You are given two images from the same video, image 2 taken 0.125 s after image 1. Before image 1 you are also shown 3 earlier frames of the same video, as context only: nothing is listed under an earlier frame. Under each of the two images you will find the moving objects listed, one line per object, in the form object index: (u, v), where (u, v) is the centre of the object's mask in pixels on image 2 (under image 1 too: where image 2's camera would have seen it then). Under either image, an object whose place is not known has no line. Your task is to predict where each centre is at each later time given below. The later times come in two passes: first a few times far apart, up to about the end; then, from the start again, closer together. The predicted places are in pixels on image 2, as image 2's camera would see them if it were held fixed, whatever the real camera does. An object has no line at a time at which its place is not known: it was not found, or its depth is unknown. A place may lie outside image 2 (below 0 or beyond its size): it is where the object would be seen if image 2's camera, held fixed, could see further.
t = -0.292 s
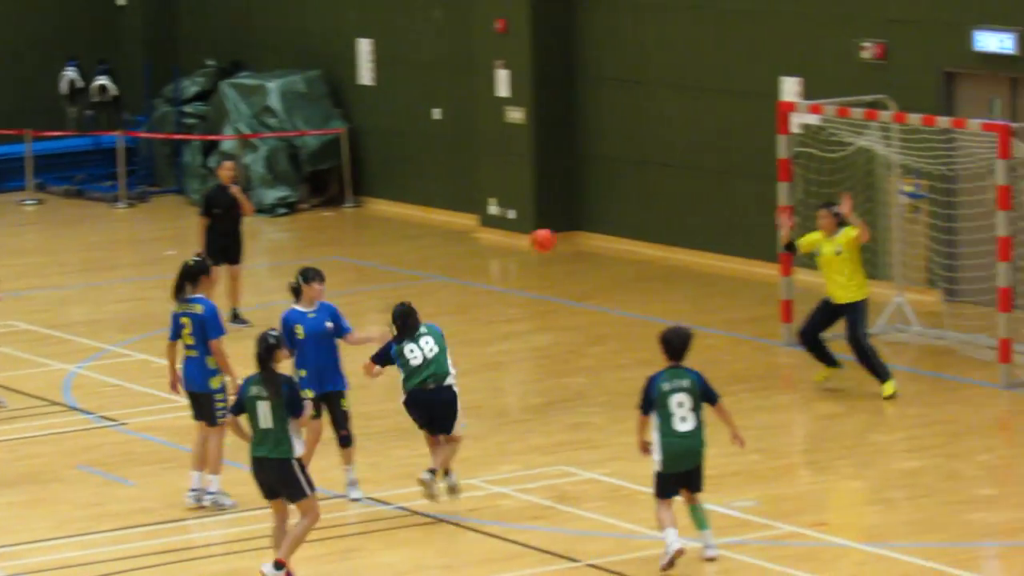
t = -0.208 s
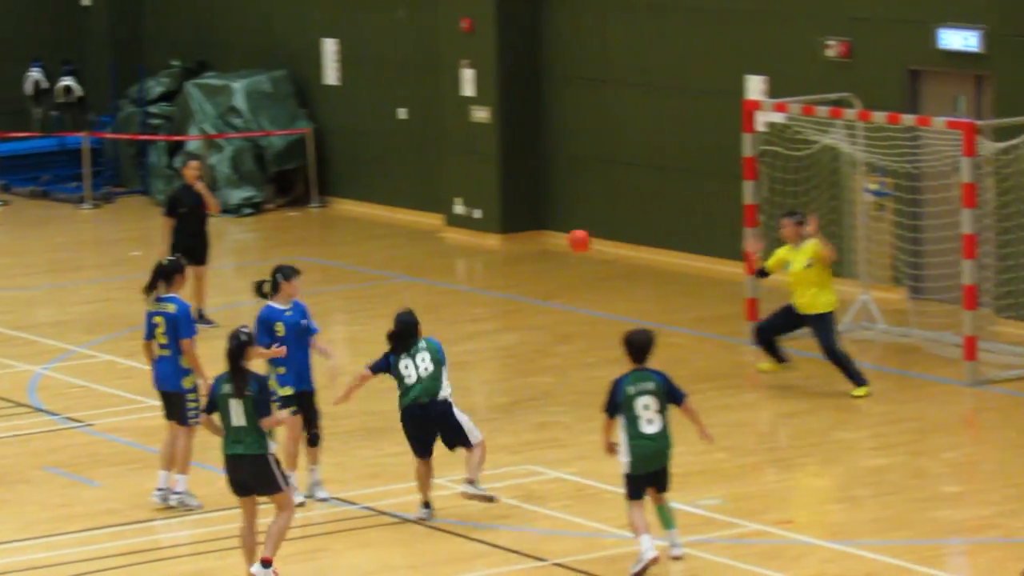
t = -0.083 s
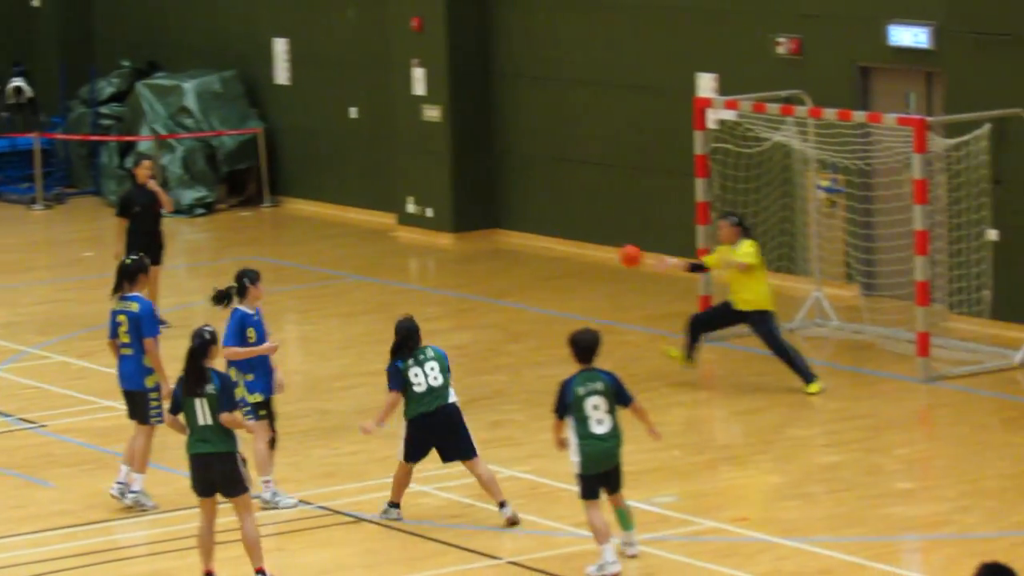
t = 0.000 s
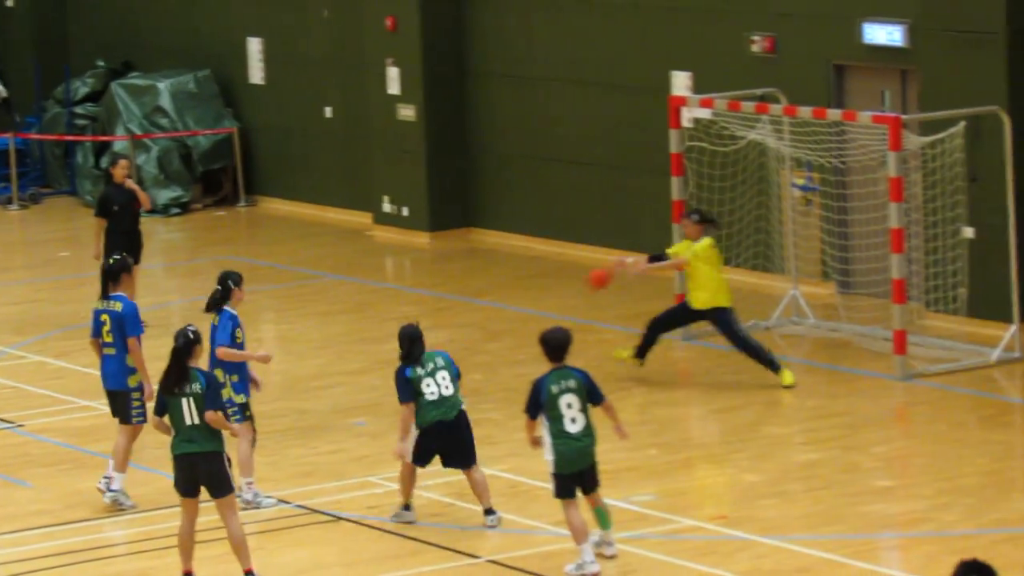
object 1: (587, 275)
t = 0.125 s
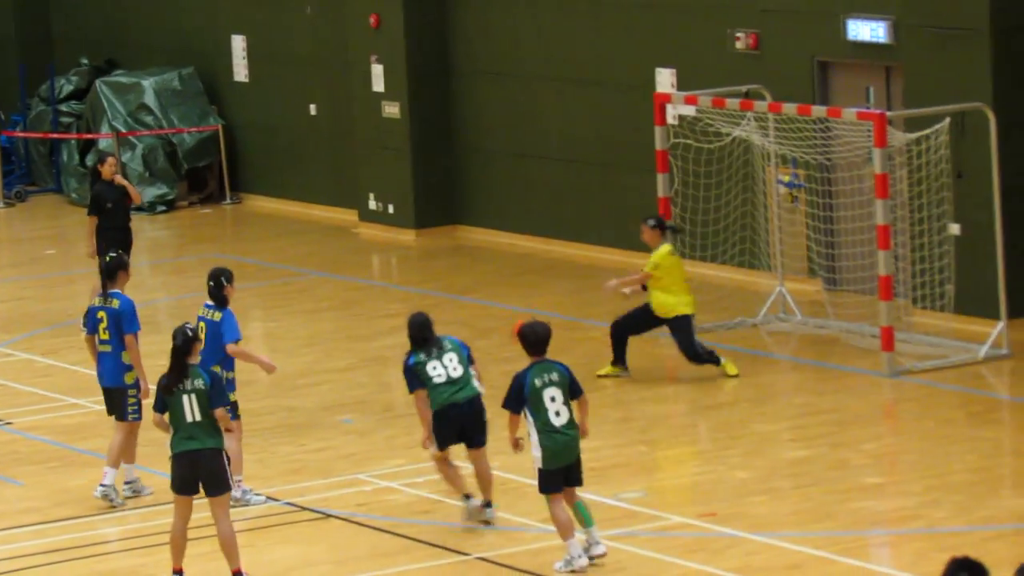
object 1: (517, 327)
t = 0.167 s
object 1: (502, 353)
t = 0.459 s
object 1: (397, 289)
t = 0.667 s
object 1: (328, 286)
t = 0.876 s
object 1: (262, 334)
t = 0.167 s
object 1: (502, 353)
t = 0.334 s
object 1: (440, 314)
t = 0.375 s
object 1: (426, 304)
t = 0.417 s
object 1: (412, 295)
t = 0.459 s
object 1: (397, 289)
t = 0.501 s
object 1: (383, 284)
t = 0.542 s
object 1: (369, 281)
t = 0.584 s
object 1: (355, 281)
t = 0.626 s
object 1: (341, 283)
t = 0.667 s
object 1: (328, 286)
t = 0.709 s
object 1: (314, 292)
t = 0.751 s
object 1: (301, 300)
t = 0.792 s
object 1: (288, 309)
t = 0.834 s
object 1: (274, 321)
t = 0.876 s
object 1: (262, 334)
